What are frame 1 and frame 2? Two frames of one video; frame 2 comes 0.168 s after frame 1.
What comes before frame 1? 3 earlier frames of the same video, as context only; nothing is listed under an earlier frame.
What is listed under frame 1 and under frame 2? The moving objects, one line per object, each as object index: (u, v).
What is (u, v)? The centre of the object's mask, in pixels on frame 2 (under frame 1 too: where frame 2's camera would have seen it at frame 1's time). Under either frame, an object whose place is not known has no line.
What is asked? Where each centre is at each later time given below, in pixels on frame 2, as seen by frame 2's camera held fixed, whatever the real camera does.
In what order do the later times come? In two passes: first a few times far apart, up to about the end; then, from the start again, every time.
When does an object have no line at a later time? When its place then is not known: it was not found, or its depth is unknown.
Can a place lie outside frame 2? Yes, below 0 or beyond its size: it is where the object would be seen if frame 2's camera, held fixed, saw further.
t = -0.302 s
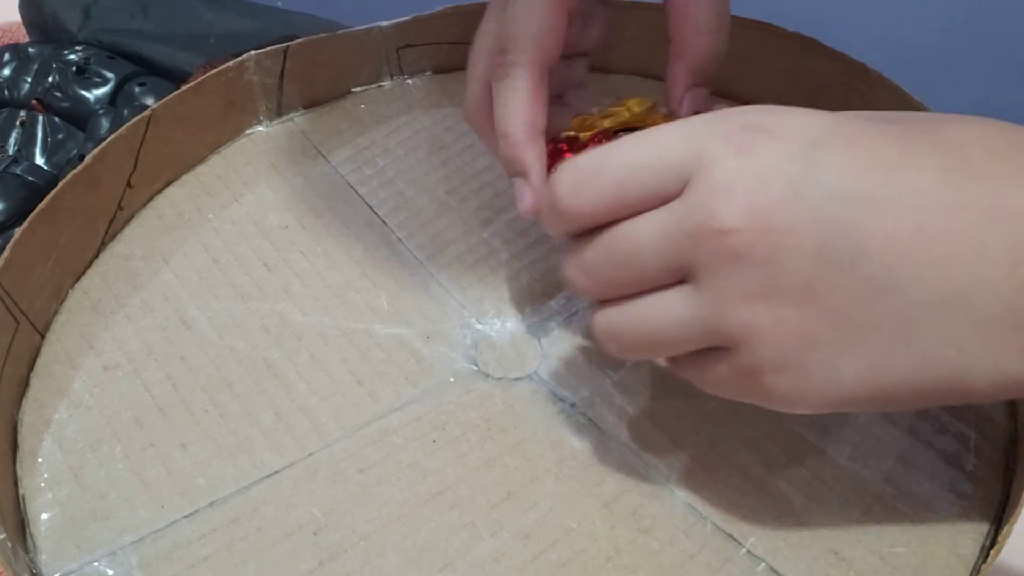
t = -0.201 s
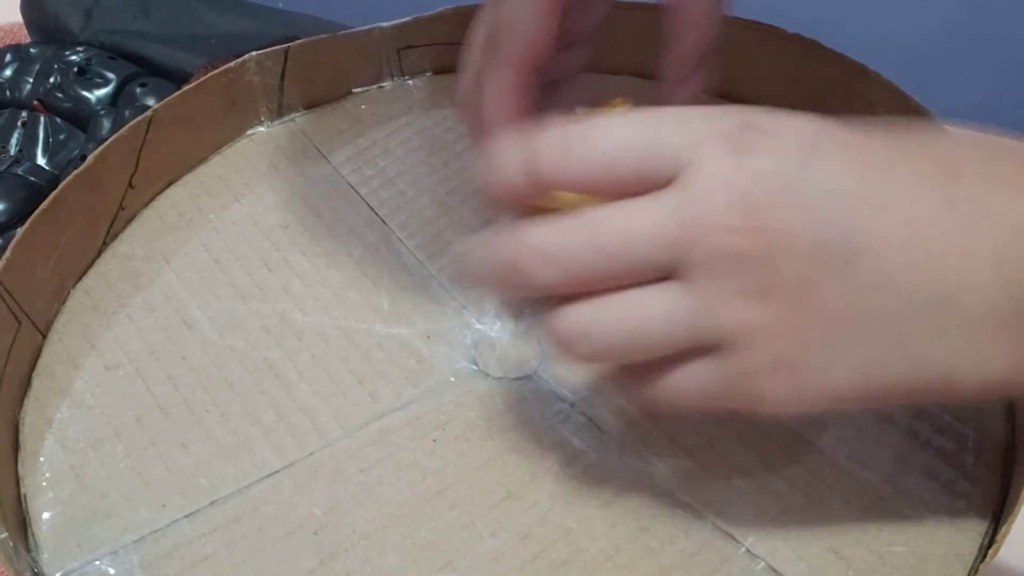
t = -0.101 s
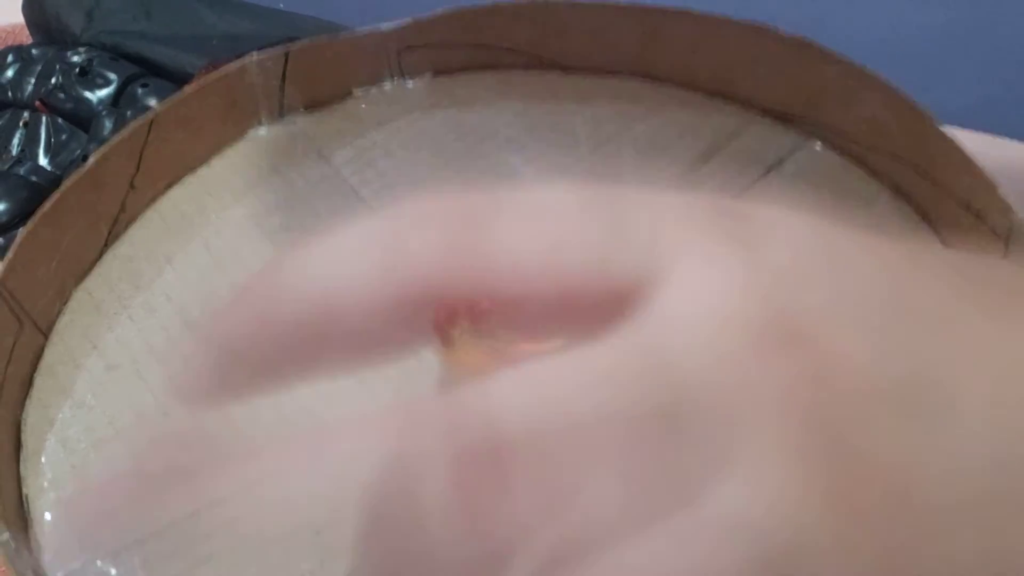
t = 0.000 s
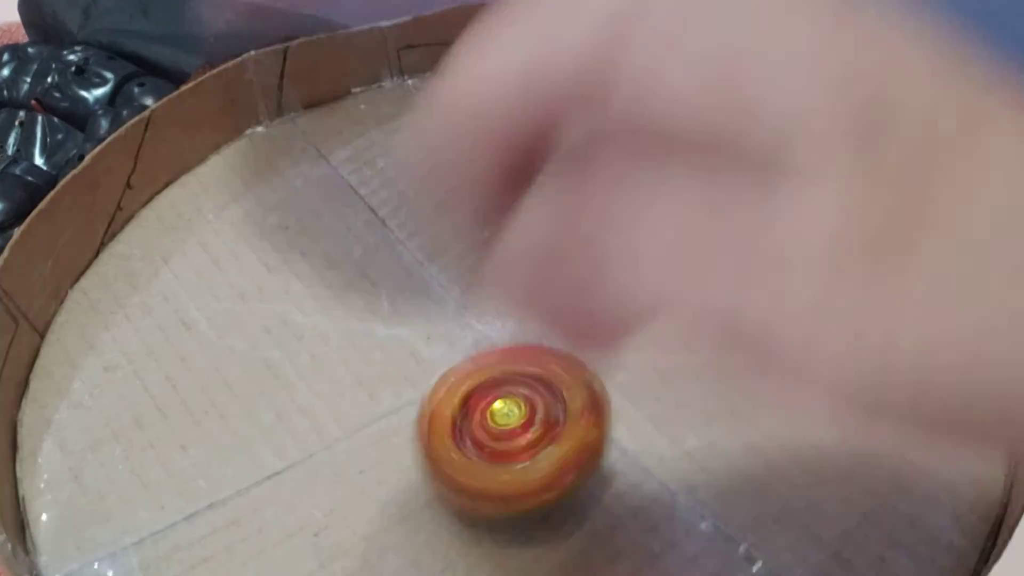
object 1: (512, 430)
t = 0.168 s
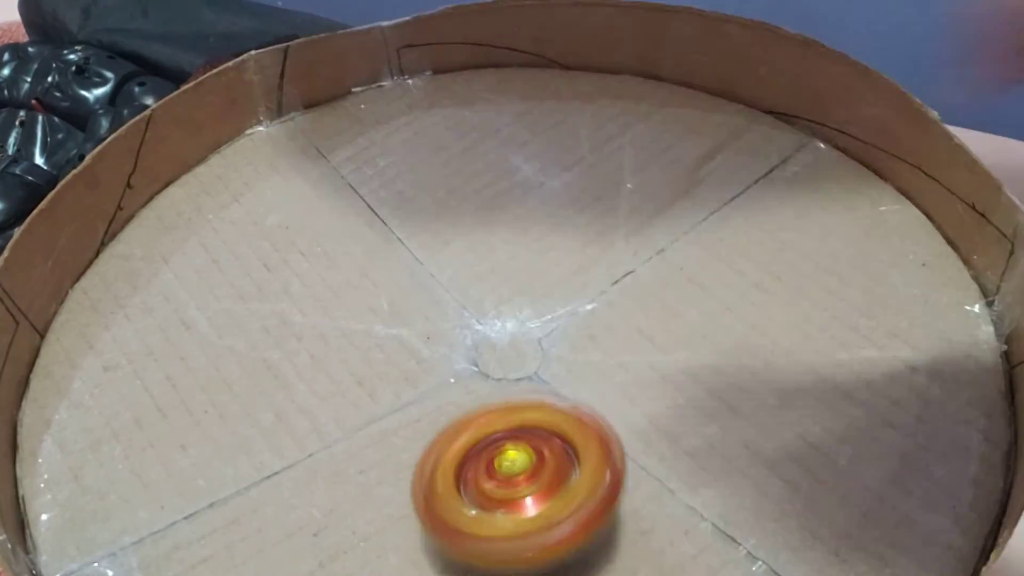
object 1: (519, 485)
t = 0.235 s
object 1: (523, 500)
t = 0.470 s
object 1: (537, 515)
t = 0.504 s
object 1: (546, 512)
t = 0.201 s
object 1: (522, 494)
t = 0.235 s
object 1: (523, 500)
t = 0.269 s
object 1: (523, 506)
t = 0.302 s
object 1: (521, 510)
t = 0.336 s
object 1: (522, 513)
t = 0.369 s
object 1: (525, 514)
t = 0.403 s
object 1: (529, 516)
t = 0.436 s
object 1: (533, 516)
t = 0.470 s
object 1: (537, 515)
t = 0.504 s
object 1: (546, 512)
